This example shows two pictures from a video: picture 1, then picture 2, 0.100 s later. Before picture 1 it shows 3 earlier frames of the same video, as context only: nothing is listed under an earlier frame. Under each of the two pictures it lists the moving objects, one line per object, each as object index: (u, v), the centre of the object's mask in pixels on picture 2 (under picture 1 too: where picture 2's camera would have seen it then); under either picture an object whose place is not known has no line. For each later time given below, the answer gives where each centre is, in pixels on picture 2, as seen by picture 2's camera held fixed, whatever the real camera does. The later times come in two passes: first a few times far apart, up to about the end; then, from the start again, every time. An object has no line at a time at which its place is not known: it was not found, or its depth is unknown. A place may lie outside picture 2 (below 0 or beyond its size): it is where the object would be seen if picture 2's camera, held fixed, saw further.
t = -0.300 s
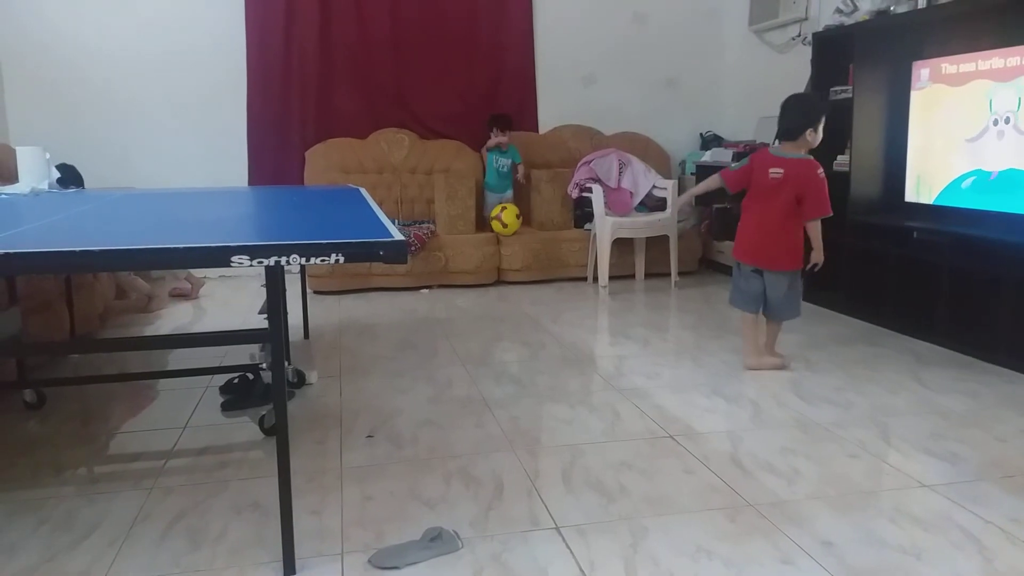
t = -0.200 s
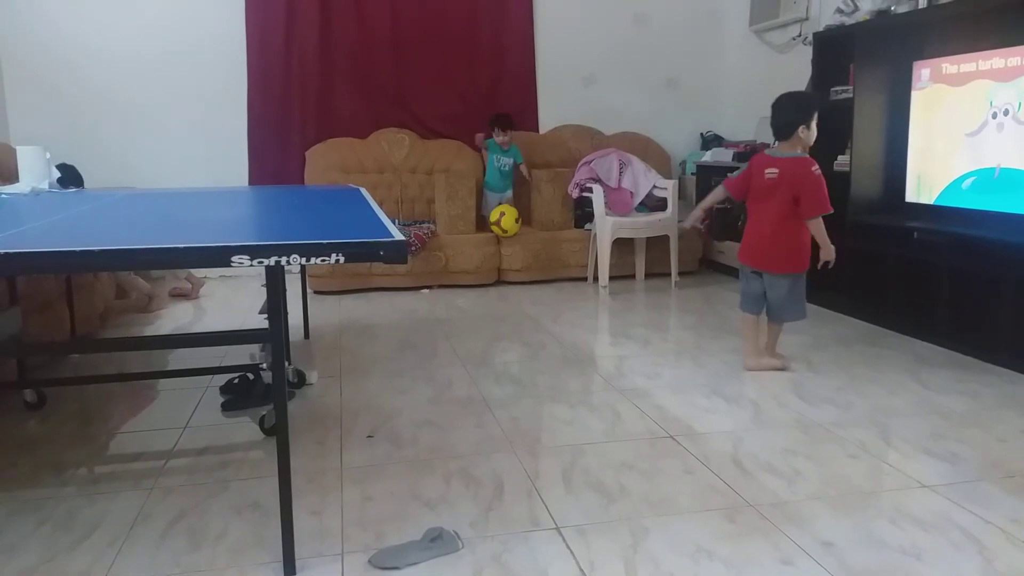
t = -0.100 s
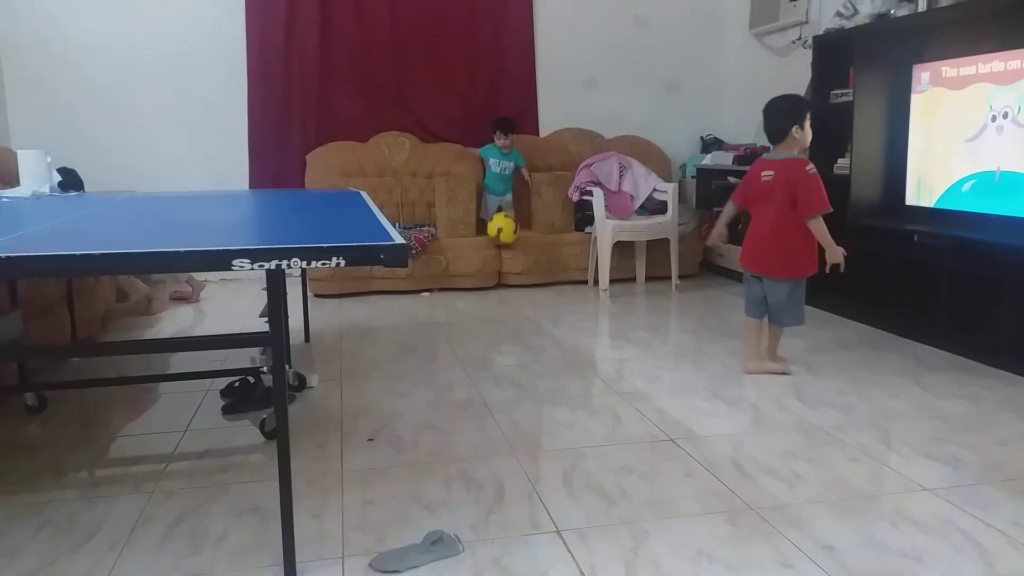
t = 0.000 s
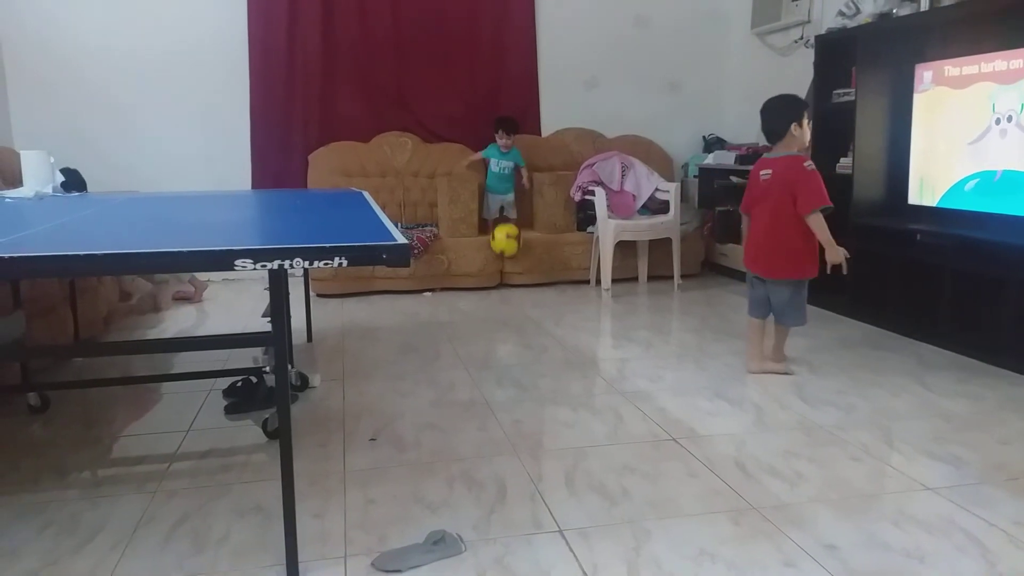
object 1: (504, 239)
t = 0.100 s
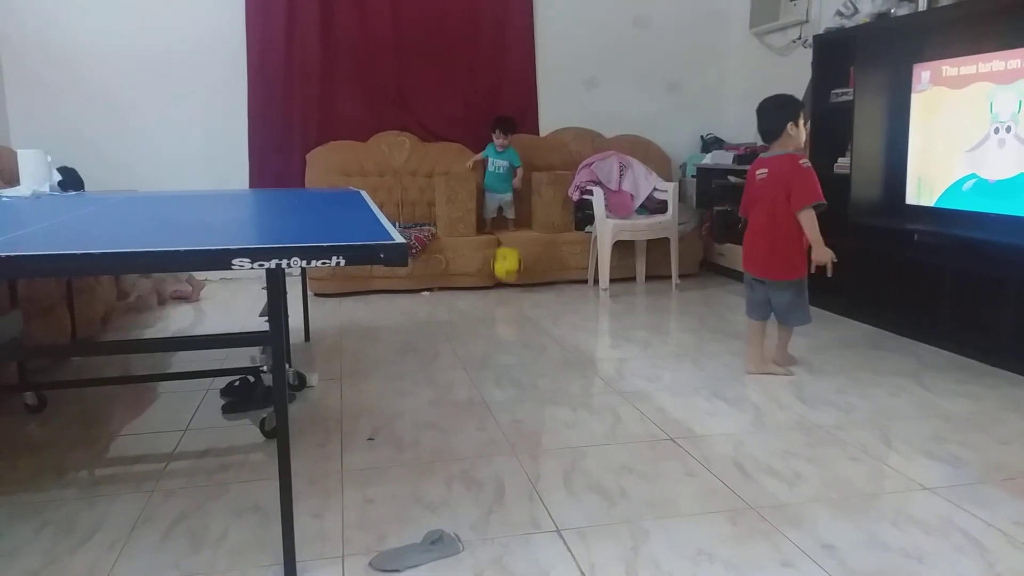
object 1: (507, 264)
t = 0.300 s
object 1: (508, 262)
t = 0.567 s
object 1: (507, 278)
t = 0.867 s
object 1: (509, 287)
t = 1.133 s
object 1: (511, 292)
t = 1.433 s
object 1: (516, 296)
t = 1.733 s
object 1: (522, 298)
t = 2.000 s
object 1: (521, 298)
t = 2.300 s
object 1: (517, 297)
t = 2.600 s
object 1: (515, 296)
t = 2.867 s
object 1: (516, 294)
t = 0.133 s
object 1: (508, 275)
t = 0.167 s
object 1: (509, 278)
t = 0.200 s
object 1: (508, 272)
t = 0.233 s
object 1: (508, 267)
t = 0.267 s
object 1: (507, 264)
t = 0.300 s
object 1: (508, 262)
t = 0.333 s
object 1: (507, 263)
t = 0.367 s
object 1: (507, 265)
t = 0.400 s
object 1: (507, 267)
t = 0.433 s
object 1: (507, 272)
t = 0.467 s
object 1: (507, 279)
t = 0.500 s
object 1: (507, 285)
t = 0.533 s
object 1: (507, 281)
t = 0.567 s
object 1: (507, 278)
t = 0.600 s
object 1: (507, 277)
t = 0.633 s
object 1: (508, 278)
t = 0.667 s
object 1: (507, 280)
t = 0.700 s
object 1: (508, 284)
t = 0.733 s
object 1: (508, 287)
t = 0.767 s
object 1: (508, 285)
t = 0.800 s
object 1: (508, 284)
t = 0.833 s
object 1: (508, 285)
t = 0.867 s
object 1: (509, 287)
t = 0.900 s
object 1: (509, 289)
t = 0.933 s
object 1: (510, 288)
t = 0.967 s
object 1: (510, 288)
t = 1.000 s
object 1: (510, 290)
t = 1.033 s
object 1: (510, 290)
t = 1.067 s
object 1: (511, 290)
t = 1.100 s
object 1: (511, 291)
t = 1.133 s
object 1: (511, 292)
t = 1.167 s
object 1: (512, 292)
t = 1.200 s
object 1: (512, 293)
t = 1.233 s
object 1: (512, 293)
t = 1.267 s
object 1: (513, 294)
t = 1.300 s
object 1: (513, 294)
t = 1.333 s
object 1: (514, 294)
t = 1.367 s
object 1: (514, 295)
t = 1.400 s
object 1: (515, 295)
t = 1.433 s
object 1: (516, 296)
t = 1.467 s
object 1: (517, 296)
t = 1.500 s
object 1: (518, 296)
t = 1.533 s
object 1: (519, 296)
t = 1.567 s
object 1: (519, 297)
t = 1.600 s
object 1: (520, 297)
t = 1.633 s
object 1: (521, 297)
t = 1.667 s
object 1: (521, 297)
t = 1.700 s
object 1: (522, 297)
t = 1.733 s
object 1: (522, 298)
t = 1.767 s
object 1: (522, 298)
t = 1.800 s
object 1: (522, 298)
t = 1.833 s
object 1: (522, 298)
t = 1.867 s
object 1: (522, 298)
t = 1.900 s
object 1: (522, 298)
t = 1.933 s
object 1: (522, 298)
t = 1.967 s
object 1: (522, 298)
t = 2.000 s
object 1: (521, 298)
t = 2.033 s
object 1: (521, 298)
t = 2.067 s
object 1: (520, 298)
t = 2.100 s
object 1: (520, 298)
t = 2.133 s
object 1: (519, 298)
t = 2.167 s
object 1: (519, 298)
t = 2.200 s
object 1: (518, 298)
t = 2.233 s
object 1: (518, 297)
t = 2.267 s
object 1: (517, 297)
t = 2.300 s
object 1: (517, 297)
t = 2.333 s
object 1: (516, 297)
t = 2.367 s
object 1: (516, 297)
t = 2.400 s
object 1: (516, 297)
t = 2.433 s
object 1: (516, 296)
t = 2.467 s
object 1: (516, 296)
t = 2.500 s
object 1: (516, 296)
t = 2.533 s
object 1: (515, 296)
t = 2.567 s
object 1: (515, 296)
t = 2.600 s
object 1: (515, 296)
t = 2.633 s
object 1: (515, 296)
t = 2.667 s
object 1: (515, 295)
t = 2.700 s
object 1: (515, 295)
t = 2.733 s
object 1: (515, 295)
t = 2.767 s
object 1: (516, 294)
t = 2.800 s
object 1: (516, 294)
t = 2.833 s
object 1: (516, 294)
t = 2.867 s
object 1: (516, 294)
